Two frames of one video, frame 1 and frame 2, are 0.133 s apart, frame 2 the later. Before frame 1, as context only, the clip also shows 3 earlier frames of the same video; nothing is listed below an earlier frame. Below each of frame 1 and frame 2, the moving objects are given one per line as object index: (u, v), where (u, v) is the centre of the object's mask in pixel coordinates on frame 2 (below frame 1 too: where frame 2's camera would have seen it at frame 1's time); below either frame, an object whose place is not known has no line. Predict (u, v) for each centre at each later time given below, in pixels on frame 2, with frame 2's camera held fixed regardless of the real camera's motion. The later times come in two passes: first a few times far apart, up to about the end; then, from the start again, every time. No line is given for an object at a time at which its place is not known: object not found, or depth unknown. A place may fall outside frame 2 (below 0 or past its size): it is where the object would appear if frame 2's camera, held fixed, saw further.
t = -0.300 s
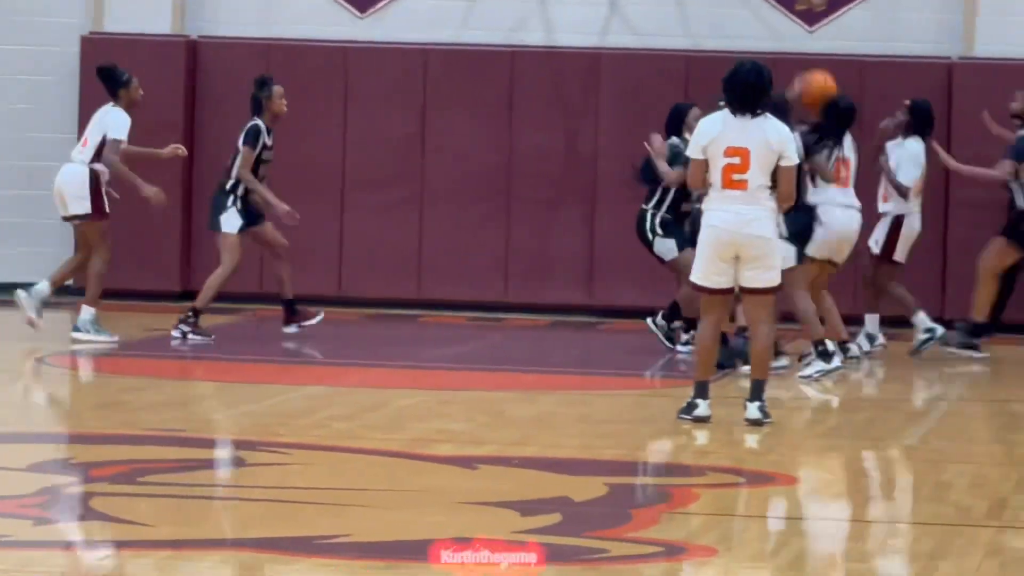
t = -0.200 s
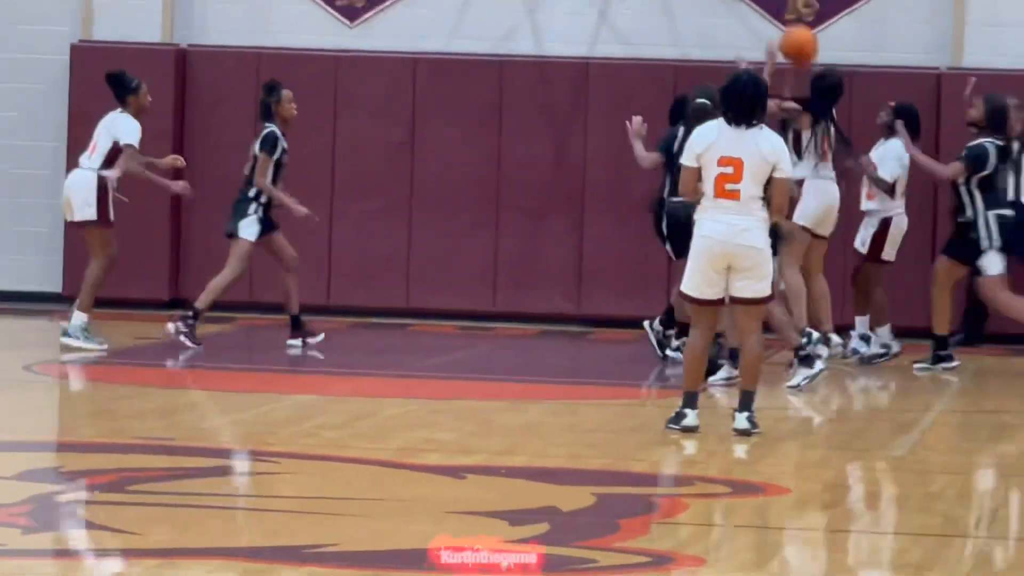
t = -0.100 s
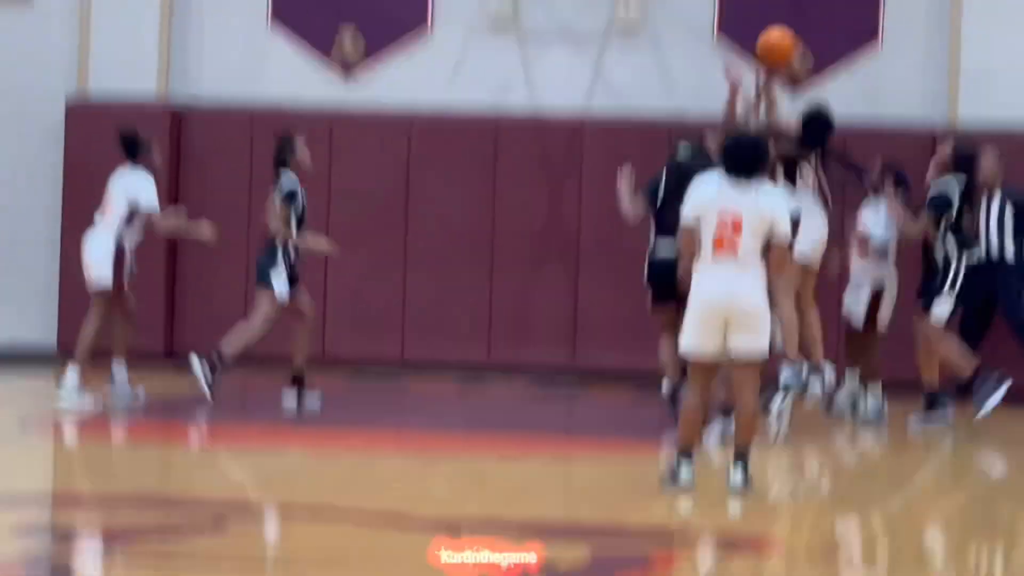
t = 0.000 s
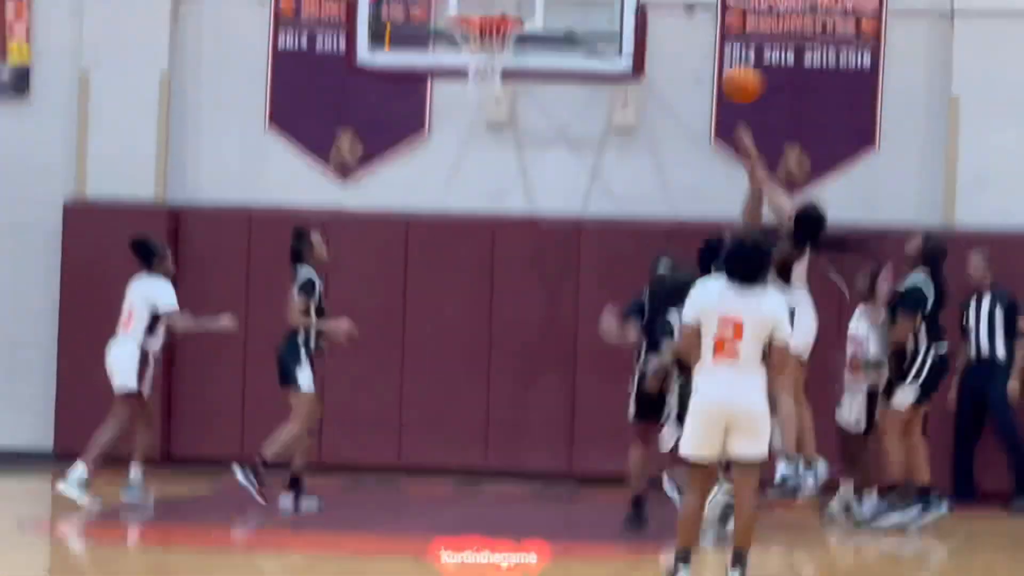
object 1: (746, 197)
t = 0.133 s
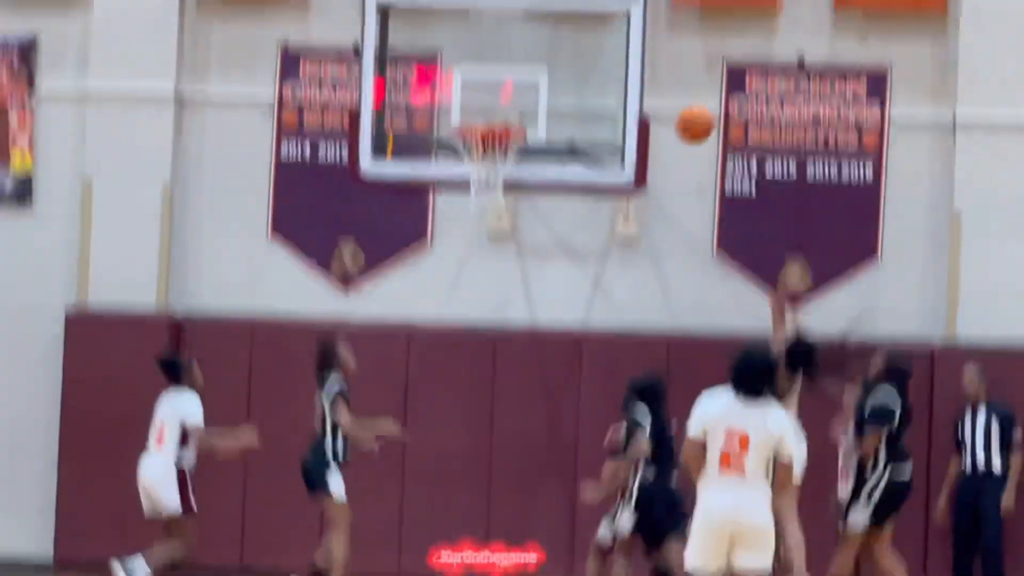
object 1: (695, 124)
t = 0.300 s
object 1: (632, 73)
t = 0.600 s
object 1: (522, 96)
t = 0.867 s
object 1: (462, 185)
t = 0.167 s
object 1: (683, 110)
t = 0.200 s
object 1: (670, 98)
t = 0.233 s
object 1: (658, 88)
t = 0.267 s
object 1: (645, 80)
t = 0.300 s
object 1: (632, 73)
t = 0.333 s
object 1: (620, 69)
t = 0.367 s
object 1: (608, 67)
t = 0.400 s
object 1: (596, 66)
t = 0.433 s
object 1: (584, 67)
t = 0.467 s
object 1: (572, 69)
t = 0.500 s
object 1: (559, 73)
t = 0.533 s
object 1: (547, 79)
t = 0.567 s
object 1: (534, 87)
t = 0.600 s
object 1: (522, 96)
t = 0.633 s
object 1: (510, 107)
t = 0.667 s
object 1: (498, 120)
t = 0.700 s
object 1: (486, 136)
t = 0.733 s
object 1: (474, 146)
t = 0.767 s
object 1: (468, 158)
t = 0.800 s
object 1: (467, 168)
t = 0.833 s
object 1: (464, 175)
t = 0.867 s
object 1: (462, 185)
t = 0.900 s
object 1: (459, 196)
